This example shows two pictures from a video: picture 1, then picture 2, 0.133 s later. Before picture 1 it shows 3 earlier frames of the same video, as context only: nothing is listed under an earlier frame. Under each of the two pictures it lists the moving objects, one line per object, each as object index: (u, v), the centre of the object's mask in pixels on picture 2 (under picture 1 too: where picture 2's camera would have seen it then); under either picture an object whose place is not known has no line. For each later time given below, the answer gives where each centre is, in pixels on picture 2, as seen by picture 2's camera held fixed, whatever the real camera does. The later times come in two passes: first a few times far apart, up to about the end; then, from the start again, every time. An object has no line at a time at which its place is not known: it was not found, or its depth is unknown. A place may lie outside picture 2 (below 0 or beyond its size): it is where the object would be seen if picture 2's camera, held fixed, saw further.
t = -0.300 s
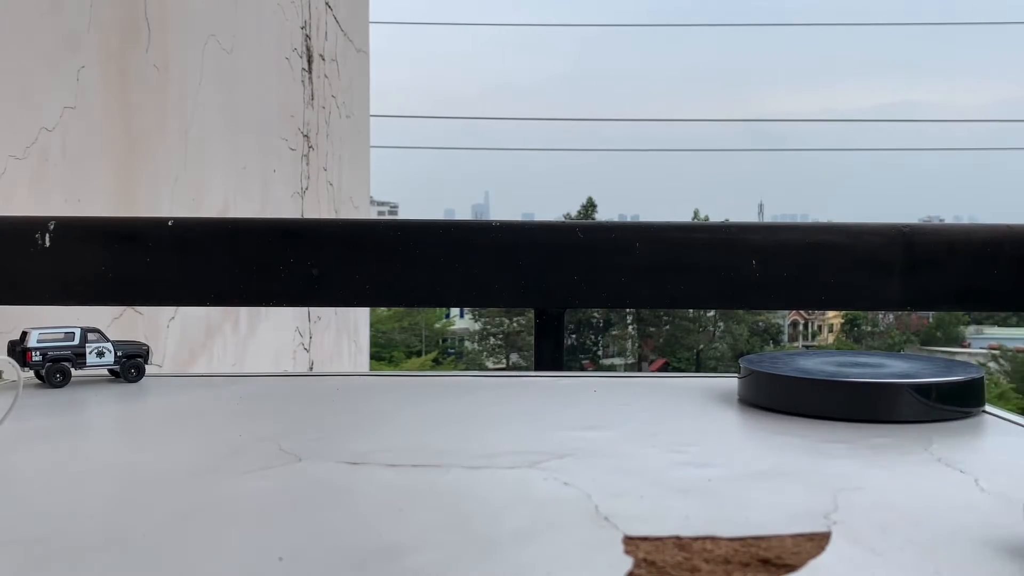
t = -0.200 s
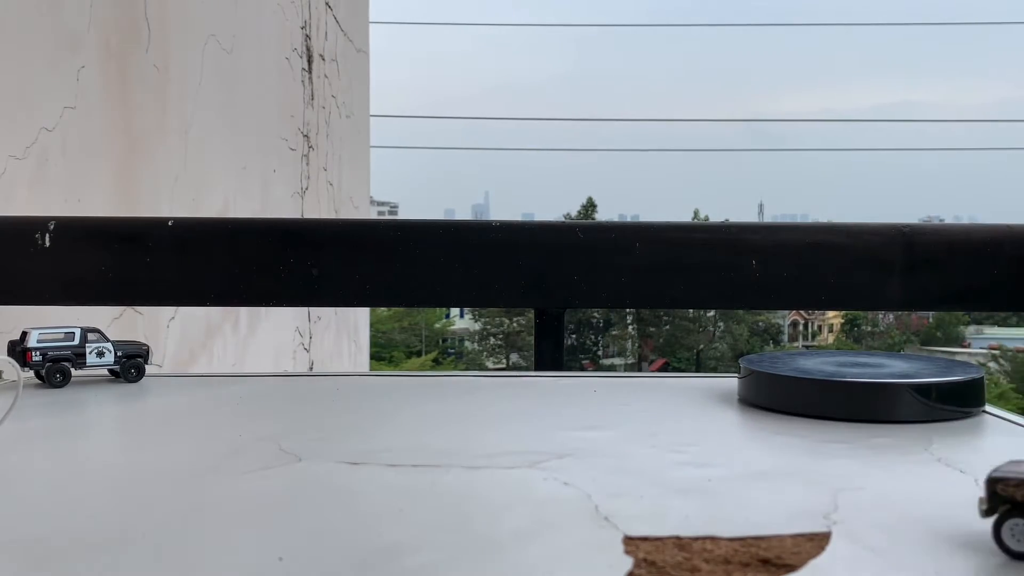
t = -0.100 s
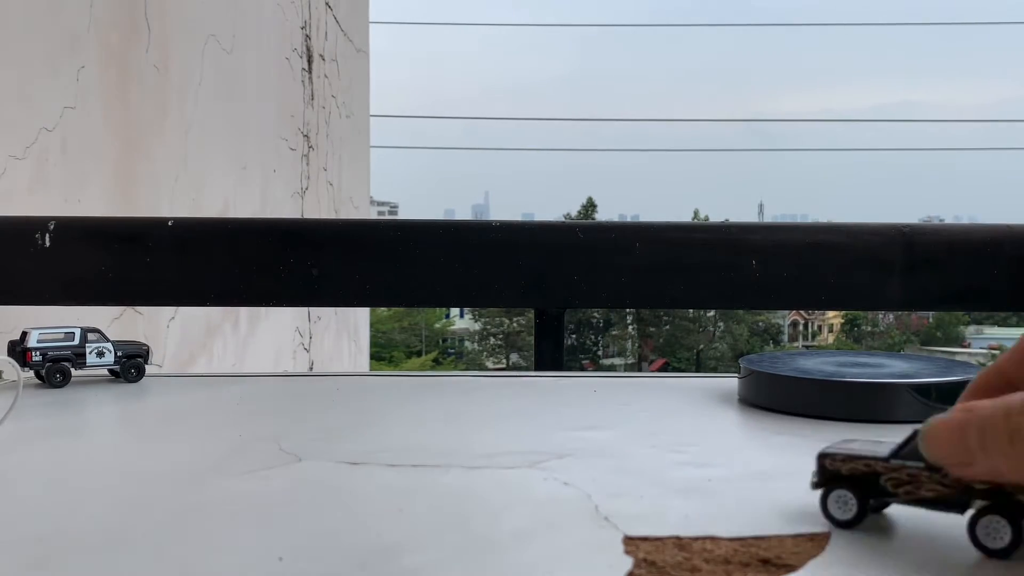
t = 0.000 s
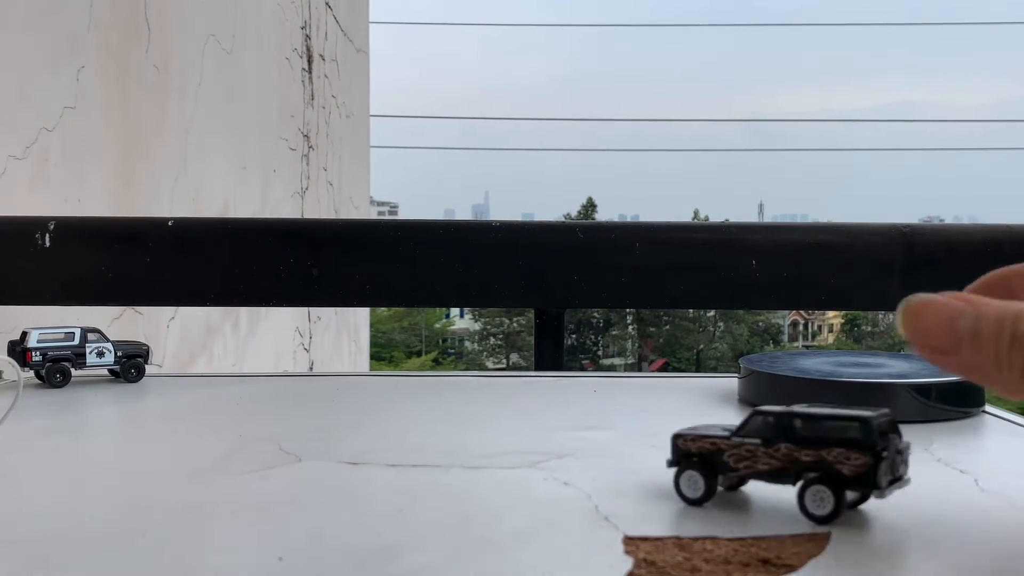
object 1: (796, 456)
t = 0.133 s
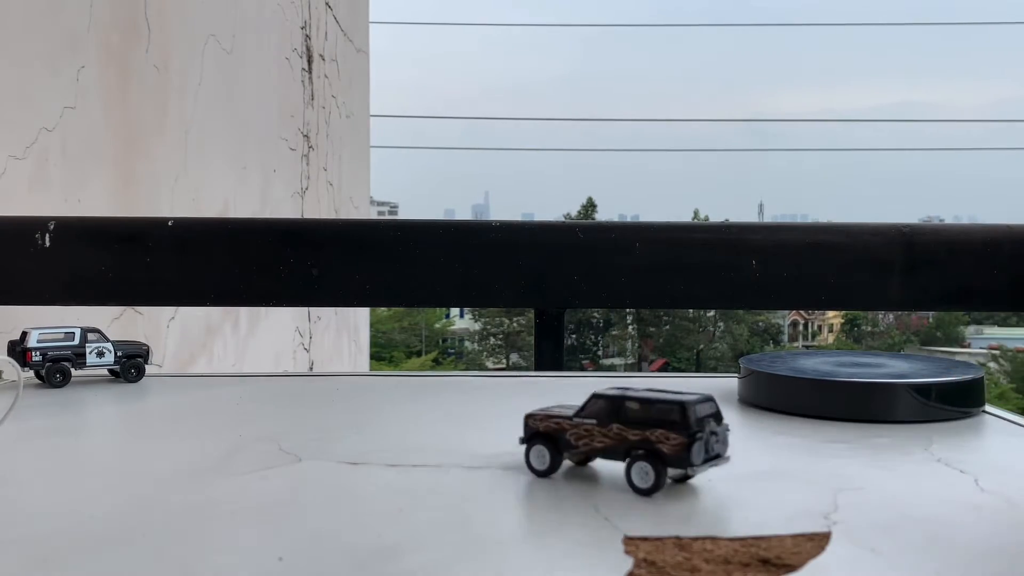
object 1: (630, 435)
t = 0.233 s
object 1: (535, 422)
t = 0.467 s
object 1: (370, 404)
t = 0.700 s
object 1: (260, 391)
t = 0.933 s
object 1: (187, 383)
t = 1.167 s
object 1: (148, 379)
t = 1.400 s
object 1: (138, 378)
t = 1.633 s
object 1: (141, 378)
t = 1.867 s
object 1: (141, 378)
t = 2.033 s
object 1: (141, 378)
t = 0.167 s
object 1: (596, 430)
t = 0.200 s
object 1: (564, 426)
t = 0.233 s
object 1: (535, 422)
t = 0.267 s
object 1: (506, 419)
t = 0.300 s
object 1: (481, 416)
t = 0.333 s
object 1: (456, 413)
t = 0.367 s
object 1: (433, 411)
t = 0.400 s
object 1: (411, 409)
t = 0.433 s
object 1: (390, 406)
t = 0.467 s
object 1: (370, 404)
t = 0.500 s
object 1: (352, 402)
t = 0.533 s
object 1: (334, 400)
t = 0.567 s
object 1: (318, 398)
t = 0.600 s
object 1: (302, 396)
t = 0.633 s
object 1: (287, 394)
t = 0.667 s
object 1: (273, 393)
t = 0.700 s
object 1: (260, 391)
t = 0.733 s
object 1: (247, 390)
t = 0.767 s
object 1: (235, 389)
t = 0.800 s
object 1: (224, 387)
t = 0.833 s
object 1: (214, 386)
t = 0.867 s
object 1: (204, 385)
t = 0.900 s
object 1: (195, 384)
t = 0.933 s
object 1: (187, 383)
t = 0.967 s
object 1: (178, 382)
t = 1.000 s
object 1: (172, 382)
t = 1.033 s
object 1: (165, 381)
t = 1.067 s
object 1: (160, 380)
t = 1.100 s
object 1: (156, 379)
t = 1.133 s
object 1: (152, 379)
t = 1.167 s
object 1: (148, 379)
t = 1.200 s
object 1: (145, 378)
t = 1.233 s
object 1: (142, 378)
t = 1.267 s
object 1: (140, 378)
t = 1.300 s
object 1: (139, 378)
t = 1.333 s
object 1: (138, 377)
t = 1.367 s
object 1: (138, 377)
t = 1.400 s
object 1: (138, 378)
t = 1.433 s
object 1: (138, 378)
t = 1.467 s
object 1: (138, 378)
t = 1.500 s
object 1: (139, 378)
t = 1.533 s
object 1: (139, 378)
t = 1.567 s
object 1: (140, 378)
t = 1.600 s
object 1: (140, 378)
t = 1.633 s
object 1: (141, 378)
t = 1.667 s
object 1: (142, 378)
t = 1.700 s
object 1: (141, 378)
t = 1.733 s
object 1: (141, 378)
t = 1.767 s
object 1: (141, 378)
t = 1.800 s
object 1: (141, 378)
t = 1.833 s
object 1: (141, 378)
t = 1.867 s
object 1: (141, 378)
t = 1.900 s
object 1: (141, 378)
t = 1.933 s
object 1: (141, 378)
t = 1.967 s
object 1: (141, 378)
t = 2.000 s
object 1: (141, 378)
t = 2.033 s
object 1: (141, 378)
